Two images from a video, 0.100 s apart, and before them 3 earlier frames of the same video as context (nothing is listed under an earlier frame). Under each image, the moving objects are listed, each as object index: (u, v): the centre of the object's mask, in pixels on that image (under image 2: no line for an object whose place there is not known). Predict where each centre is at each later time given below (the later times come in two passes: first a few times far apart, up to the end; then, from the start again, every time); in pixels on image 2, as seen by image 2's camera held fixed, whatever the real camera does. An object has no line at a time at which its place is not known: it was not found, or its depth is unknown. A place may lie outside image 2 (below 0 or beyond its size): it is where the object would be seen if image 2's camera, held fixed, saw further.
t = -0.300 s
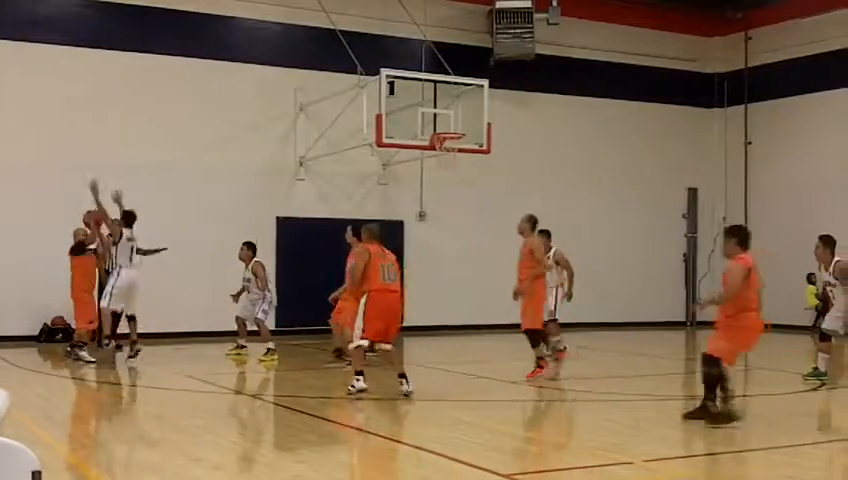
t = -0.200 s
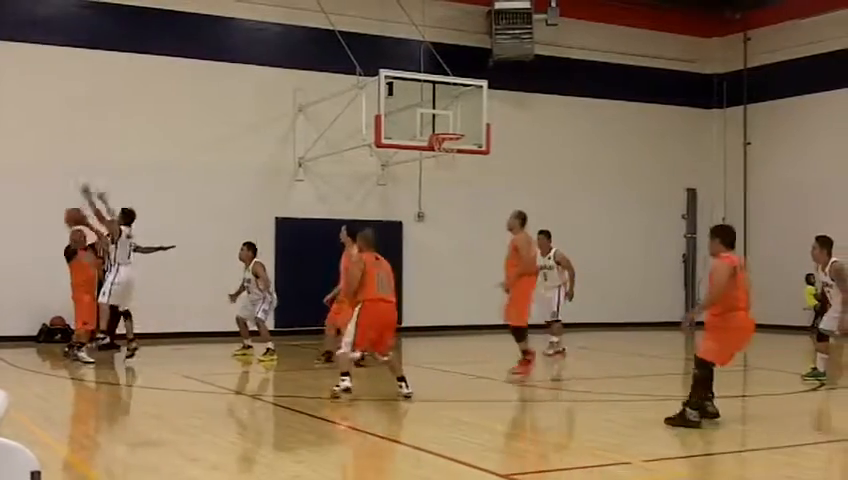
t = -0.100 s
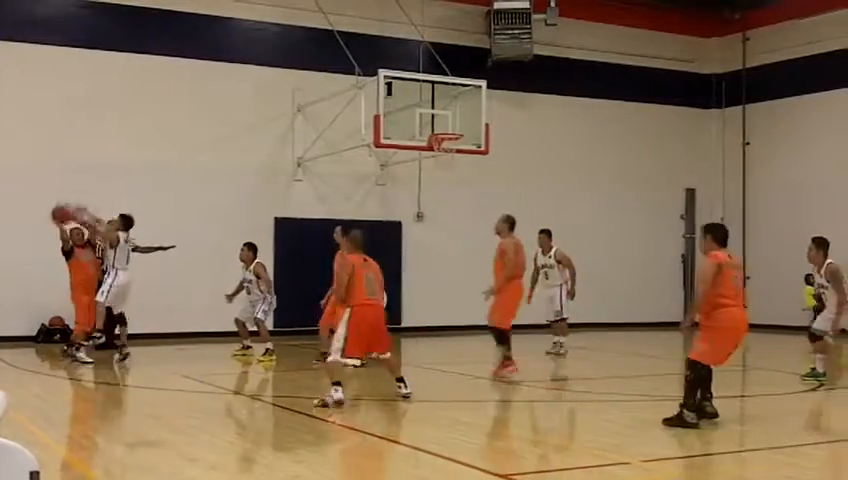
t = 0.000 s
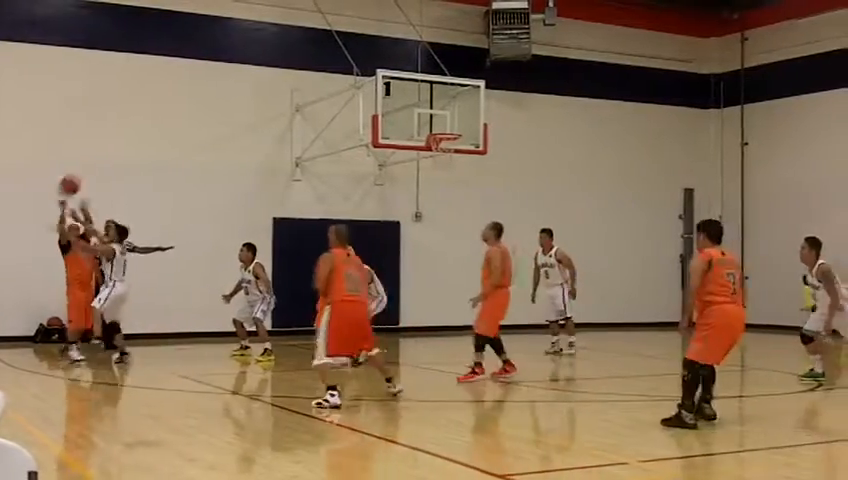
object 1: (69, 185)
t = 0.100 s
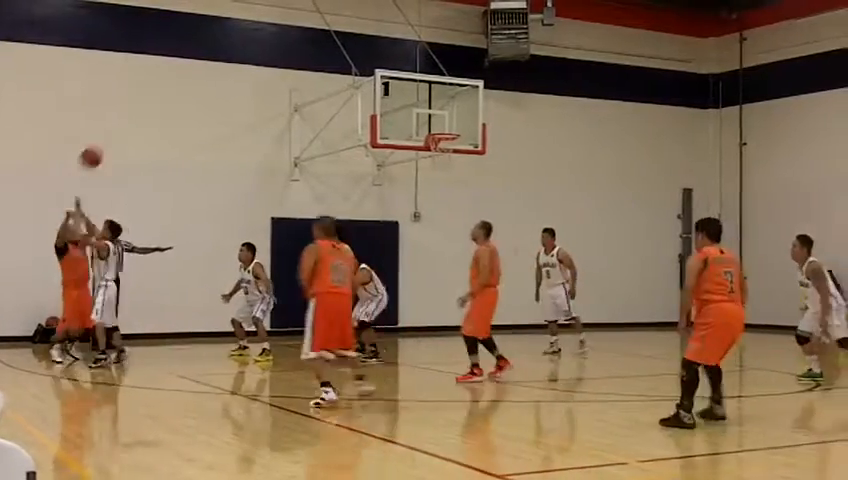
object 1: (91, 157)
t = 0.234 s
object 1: (125, 131)
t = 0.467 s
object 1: (192, 120)
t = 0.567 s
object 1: (226, 132)
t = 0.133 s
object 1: (99, 150)
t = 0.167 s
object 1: (107, 143)
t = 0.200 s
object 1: (116, 137)
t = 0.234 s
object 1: (125, 131)
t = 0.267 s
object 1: (134, 127)
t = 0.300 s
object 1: (143, 123)
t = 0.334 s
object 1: (152, 120)
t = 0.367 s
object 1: (162, 119)
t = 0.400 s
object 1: (172, 118)
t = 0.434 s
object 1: (182, 118)
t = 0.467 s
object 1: (192, 120)
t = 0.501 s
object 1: (204, 122)
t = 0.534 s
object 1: (216, 126)
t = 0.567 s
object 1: (226, 132)
